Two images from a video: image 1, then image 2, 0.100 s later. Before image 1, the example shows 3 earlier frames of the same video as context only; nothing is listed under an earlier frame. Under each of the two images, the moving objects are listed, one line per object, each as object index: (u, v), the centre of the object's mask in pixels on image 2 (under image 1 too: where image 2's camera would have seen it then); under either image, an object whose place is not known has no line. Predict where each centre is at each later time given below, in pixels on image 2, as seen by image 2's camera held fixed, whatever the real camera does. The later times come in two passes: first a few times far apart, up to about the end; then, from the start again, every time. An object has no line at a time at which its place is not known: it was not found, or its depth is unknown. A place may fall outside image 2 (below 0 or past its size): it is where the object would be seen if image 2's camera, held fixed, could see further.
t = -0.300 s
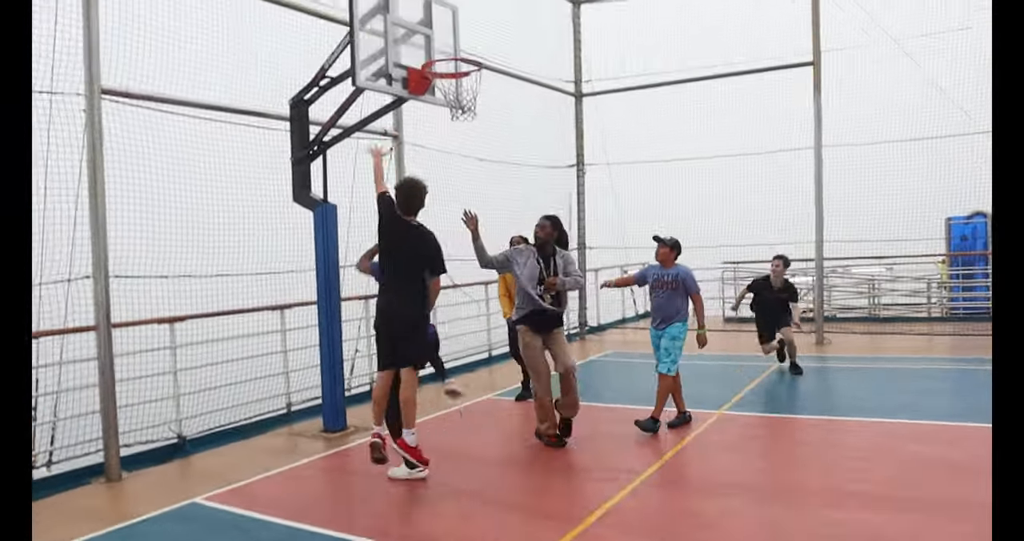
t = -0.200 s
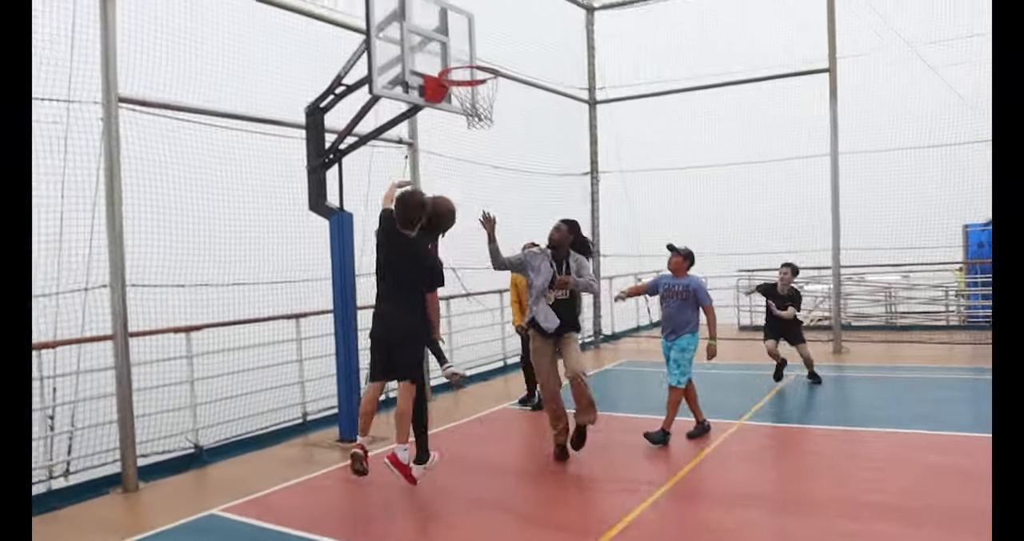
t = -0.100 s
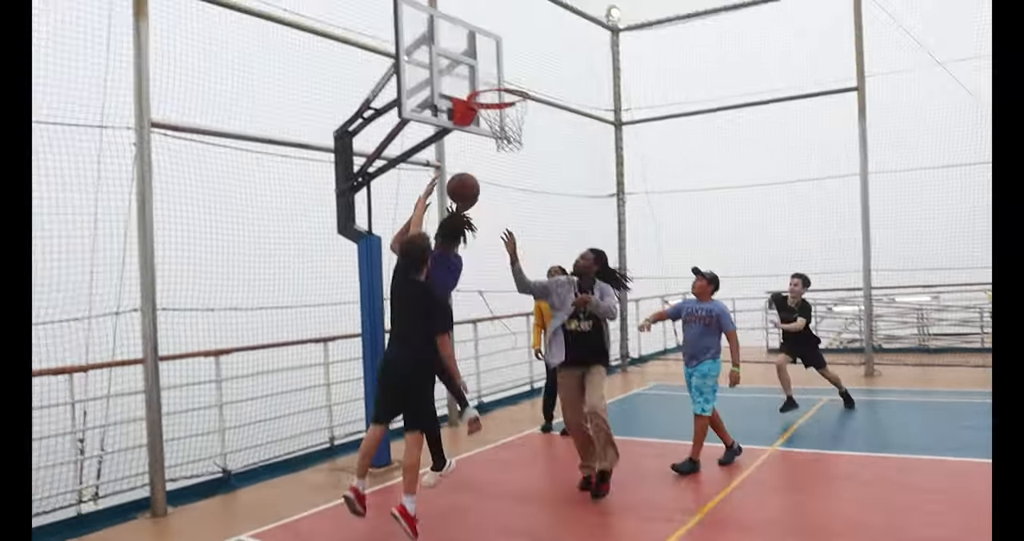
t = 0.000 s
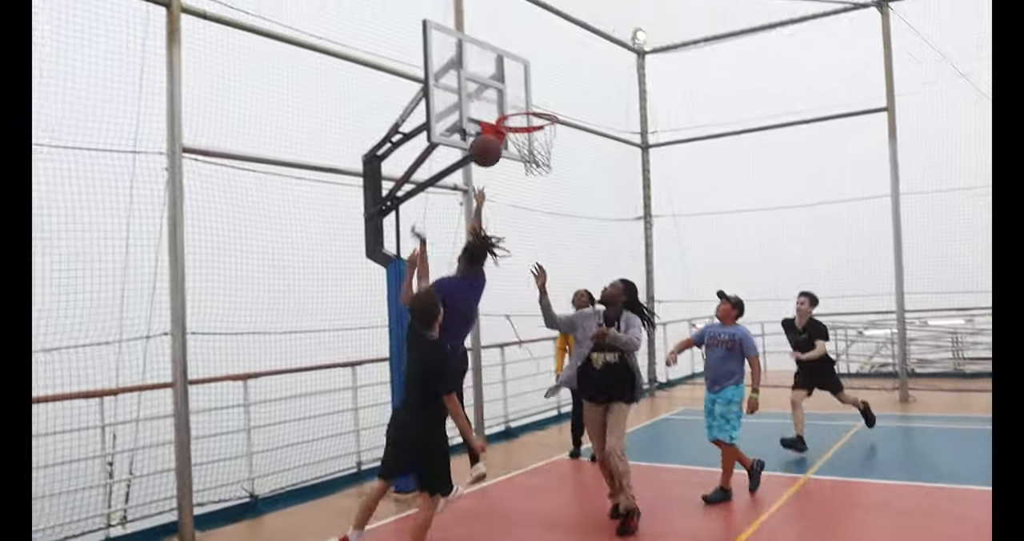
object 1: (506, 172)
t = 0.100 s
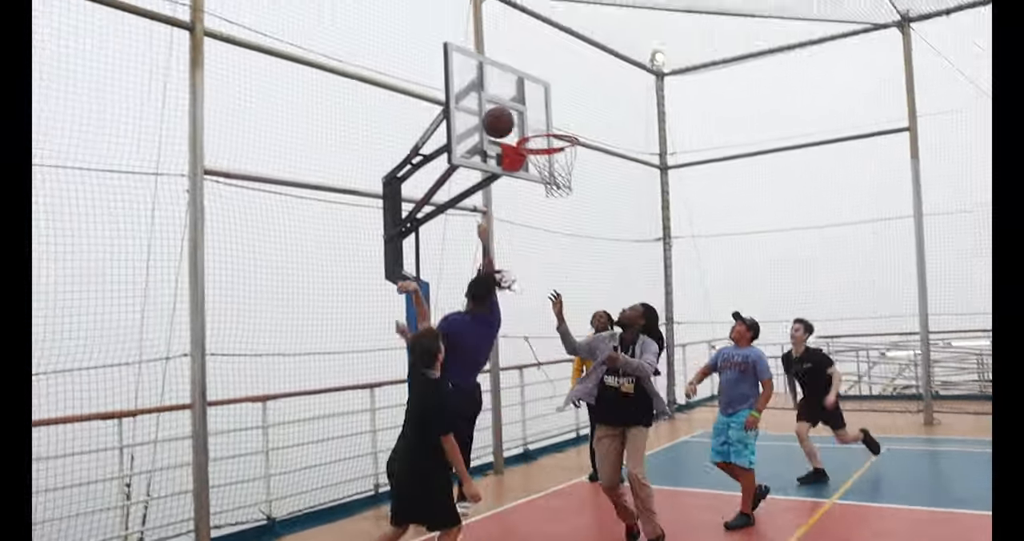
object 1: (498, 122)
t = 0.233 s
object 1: (490, 80)
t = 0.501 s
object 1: (529, 85)
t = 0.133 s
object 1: (496, 109)
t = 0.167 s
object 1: (493, 98)
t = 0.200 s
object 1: (492, 88)
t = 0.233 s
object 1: (490, 80)
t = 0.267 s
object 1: (495, 75)
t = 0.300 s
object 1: (500, 73)
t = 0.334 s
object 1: (504, 71)
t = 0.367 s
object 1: (508, 70)
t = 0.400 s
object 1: (513, 72)
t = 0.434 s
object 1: (518, 75)
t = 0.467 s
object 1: (524, 79)
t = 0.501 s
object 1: (529, 85)
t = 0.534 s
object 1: (534, 92)
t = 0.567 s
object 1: (540, 101)
